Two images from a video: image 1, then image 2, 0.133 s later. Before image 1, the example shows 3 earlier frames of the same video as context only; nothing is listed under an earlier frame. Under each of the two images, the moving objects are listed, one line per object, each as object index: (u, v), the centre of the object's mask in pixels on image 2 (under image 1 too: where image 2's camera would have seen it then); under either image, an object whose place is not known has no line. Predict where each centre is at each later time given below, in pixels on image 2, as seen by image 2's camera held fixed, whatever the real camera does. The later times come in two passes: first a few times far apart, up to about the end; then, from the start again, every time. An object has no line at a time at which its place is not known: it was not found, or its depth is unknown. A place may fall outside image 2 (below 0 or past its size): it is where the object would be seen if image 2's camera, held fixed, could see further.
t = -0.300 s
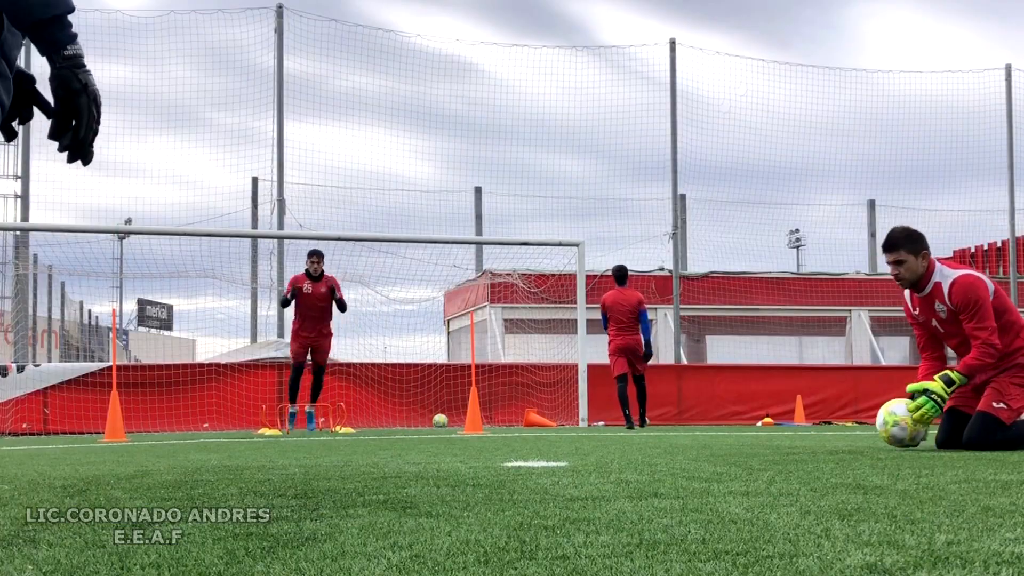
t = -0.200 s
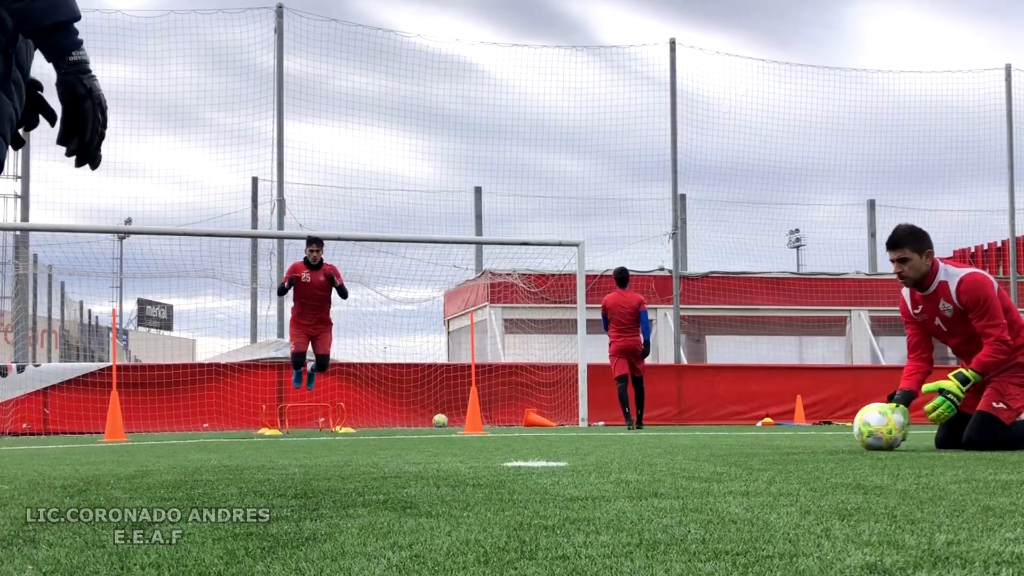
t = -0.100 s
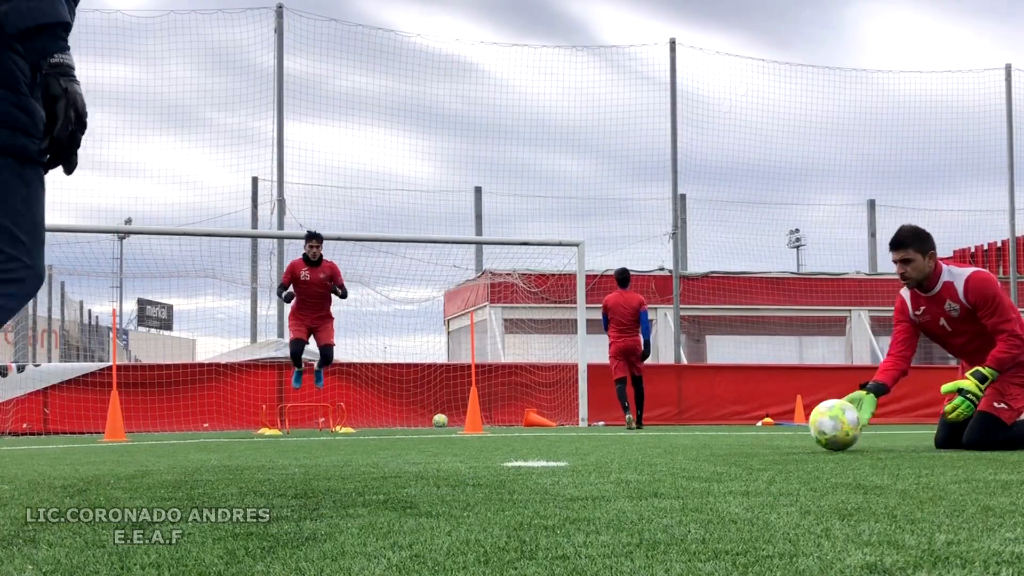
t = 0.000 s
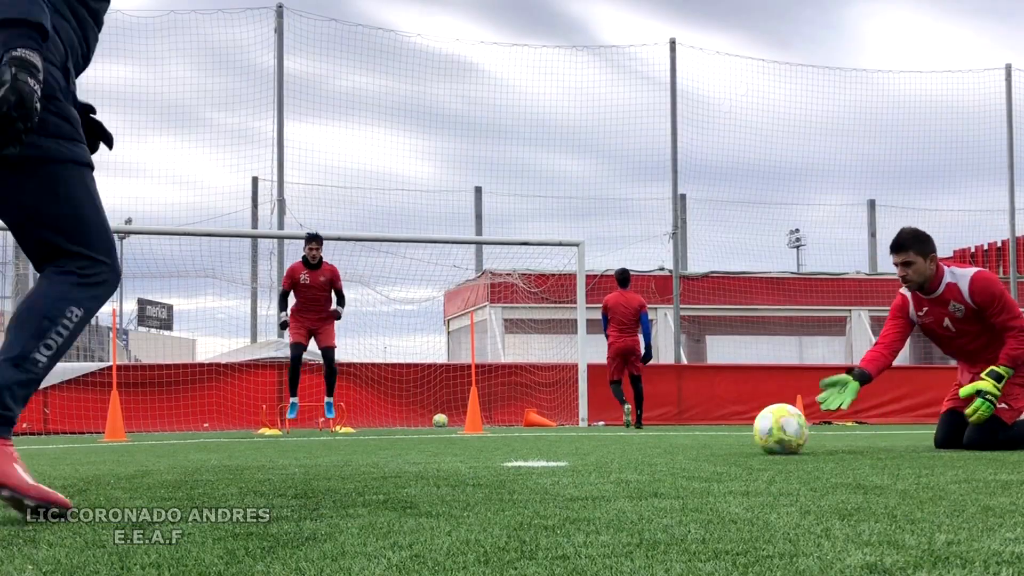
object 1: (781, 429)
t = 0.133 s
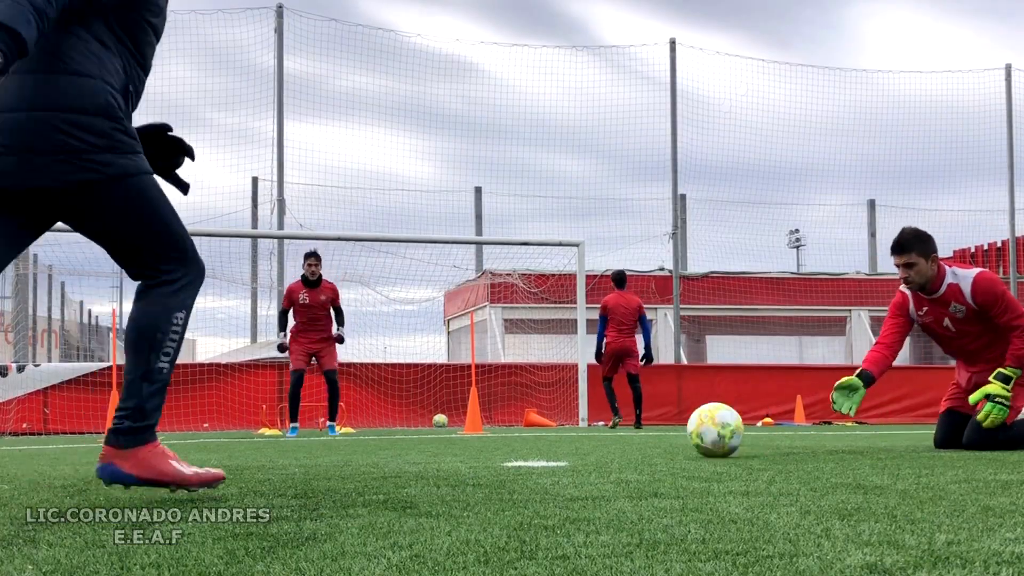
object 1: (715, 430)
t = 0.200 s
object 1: (684, 433)
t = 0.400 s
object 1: (599, 433)
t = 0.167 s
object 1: (699, 433)
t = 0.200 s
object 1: (684, 433)
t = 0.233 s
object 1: (670, 431)
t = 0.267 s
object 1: (656, 431)
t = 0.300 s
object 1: (642, 432)
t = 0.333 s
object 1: (628, 434)
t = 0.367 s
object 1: (614, 434)
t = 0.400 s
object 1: (599, 433)
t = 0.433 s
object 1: (584, 434)
